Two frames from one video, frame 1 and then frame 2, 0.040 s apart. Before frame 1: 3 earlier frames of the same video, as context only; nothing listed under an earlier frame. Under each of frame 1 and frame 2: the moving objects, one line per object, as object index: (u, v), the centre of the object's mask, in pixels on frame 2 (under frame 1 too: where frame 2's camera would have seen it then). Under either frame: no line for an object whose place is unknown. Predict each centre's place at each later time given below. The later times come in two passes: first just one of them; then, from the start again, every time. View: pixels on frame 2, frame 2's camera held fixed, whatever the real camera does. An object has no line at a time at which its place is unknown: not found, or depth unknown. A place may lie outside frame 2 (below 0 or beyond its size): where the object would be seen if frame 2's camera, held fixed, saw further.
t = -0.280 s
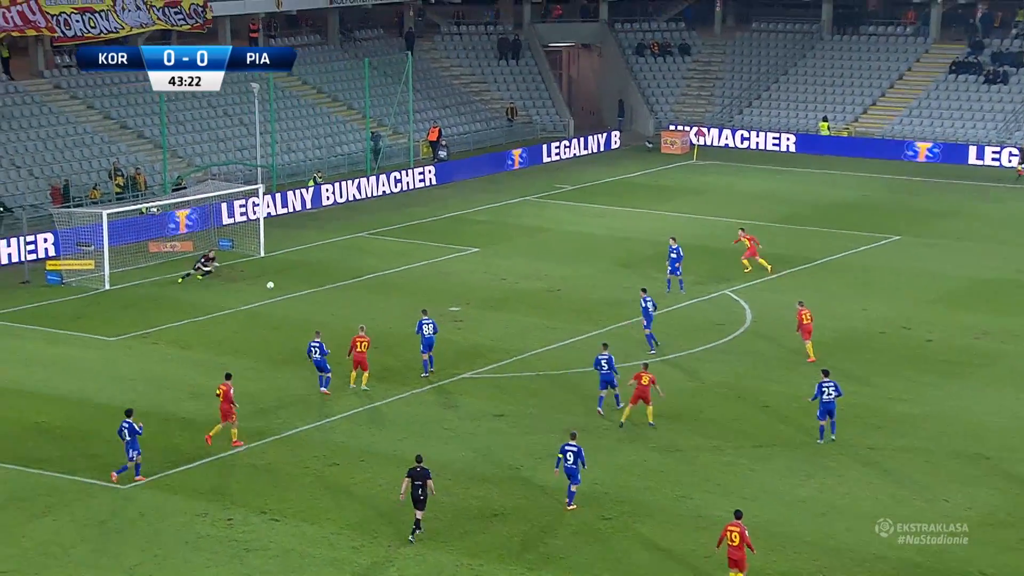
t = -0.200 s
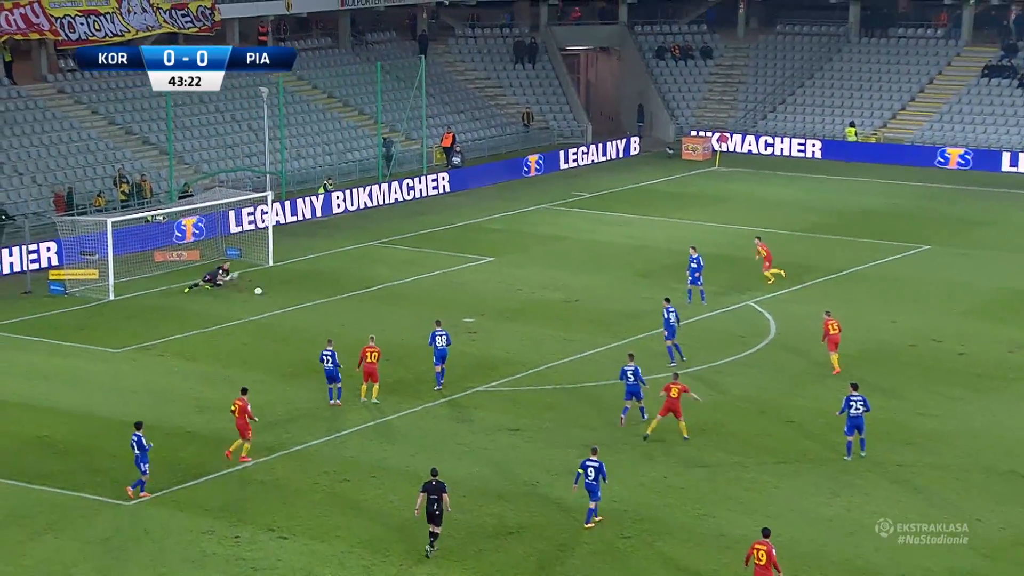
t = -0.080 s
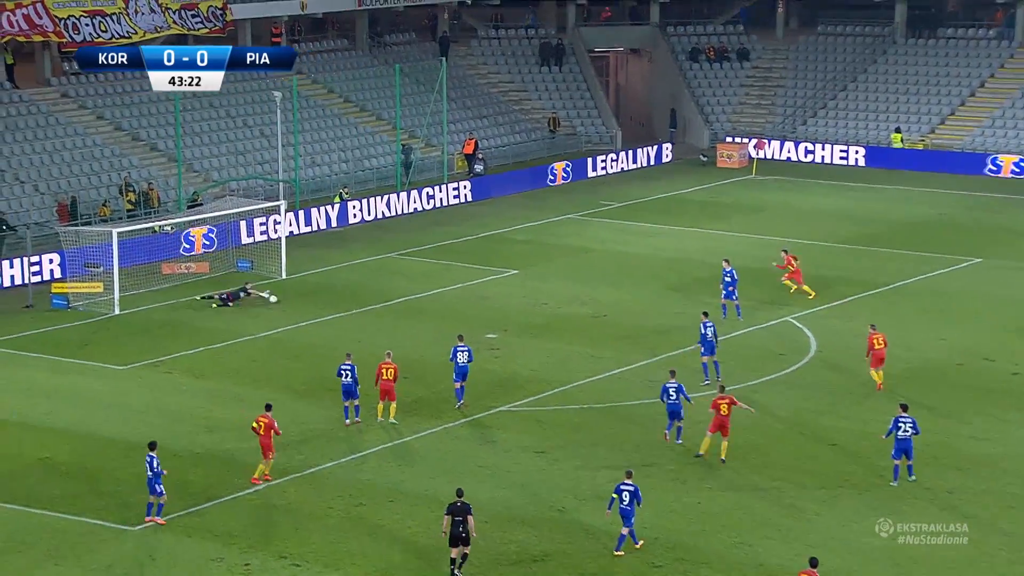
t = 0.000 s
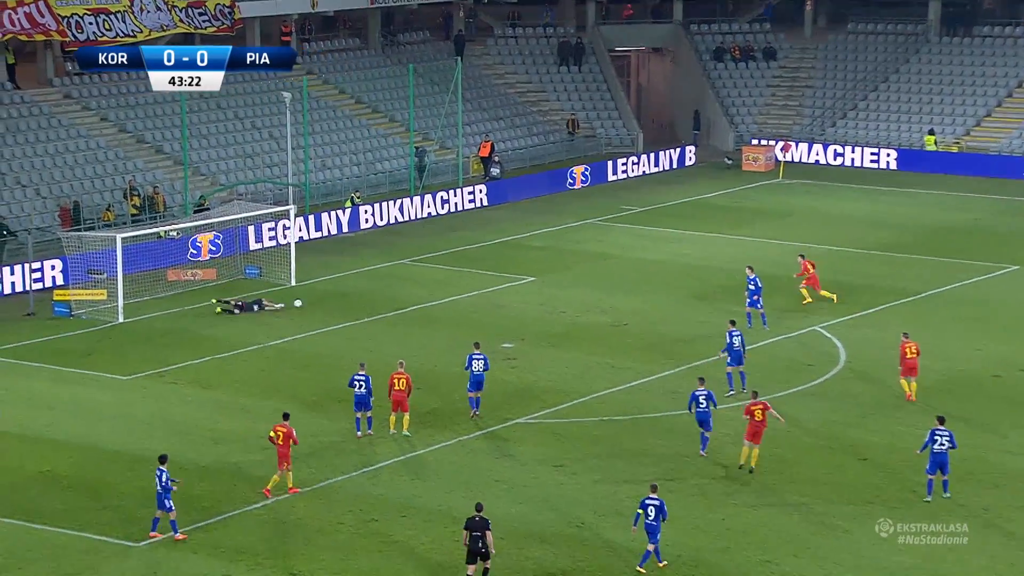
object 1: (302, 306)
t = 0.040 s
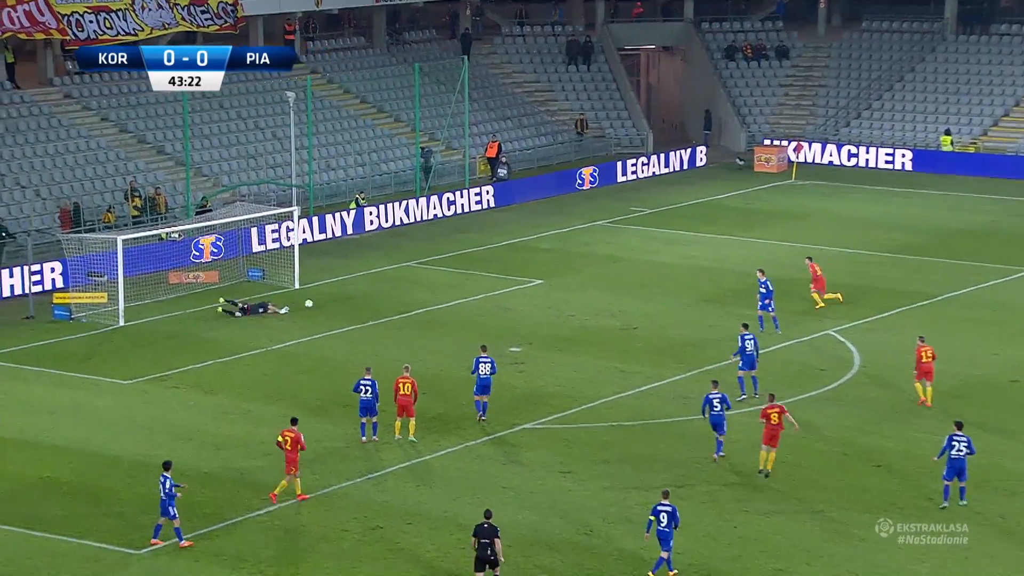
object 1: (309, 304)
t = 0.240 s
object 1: (344, 300)
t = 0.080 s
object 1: (315, 302)
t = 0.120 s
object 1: (322, 301)
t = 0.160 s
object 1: (330, 300)
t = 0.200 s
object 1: (337, 300)
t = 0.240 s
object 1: (344, 300)
